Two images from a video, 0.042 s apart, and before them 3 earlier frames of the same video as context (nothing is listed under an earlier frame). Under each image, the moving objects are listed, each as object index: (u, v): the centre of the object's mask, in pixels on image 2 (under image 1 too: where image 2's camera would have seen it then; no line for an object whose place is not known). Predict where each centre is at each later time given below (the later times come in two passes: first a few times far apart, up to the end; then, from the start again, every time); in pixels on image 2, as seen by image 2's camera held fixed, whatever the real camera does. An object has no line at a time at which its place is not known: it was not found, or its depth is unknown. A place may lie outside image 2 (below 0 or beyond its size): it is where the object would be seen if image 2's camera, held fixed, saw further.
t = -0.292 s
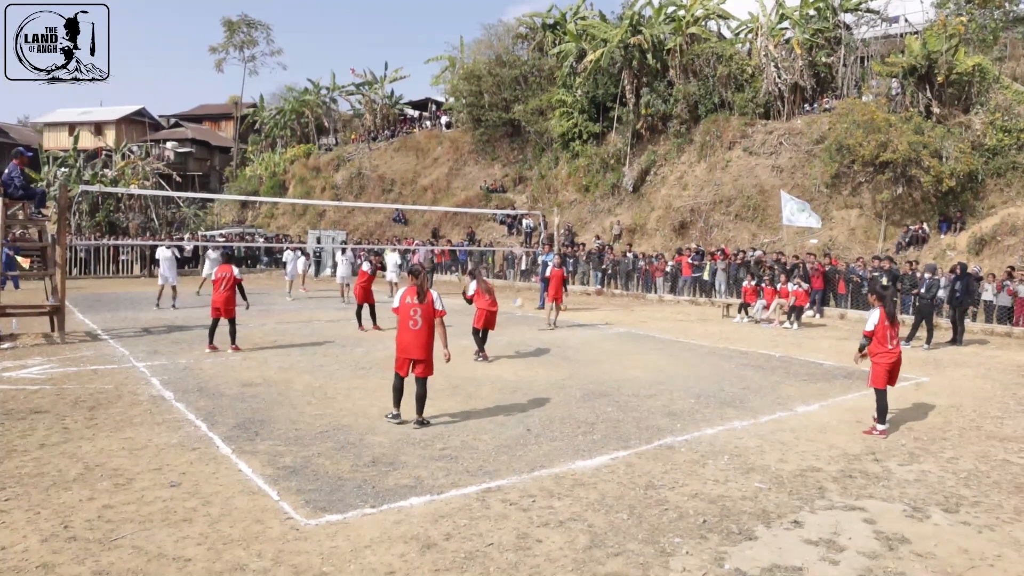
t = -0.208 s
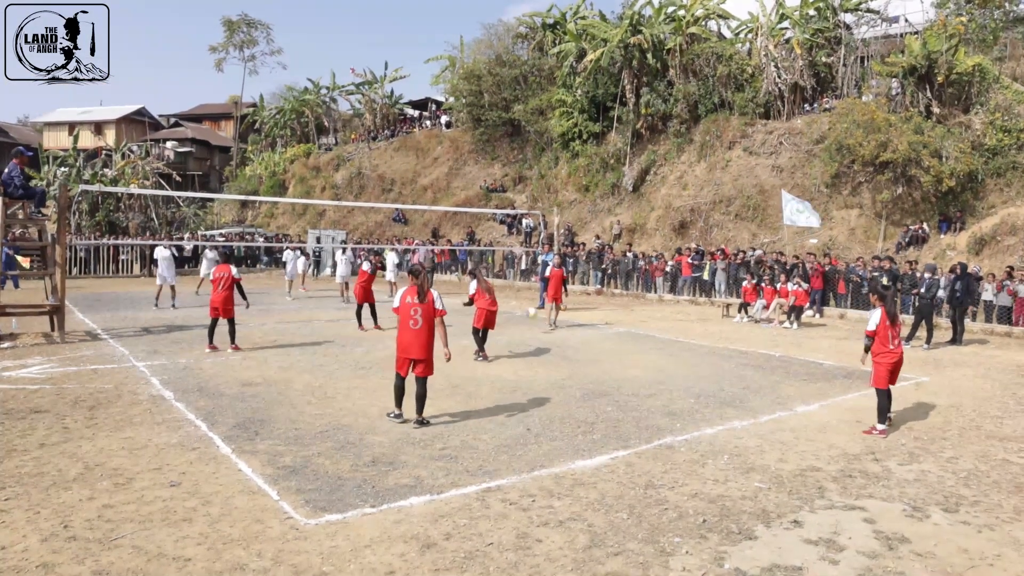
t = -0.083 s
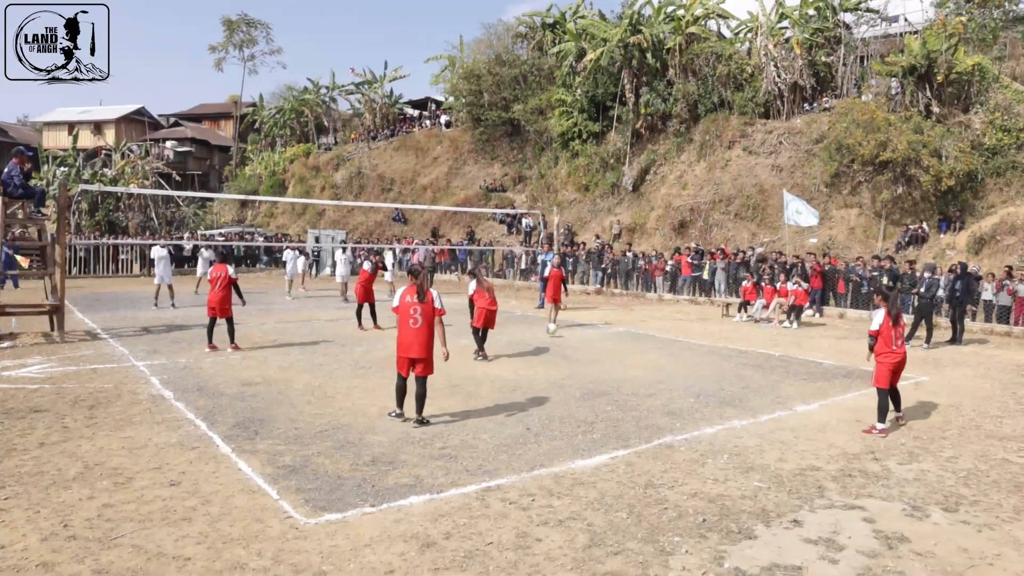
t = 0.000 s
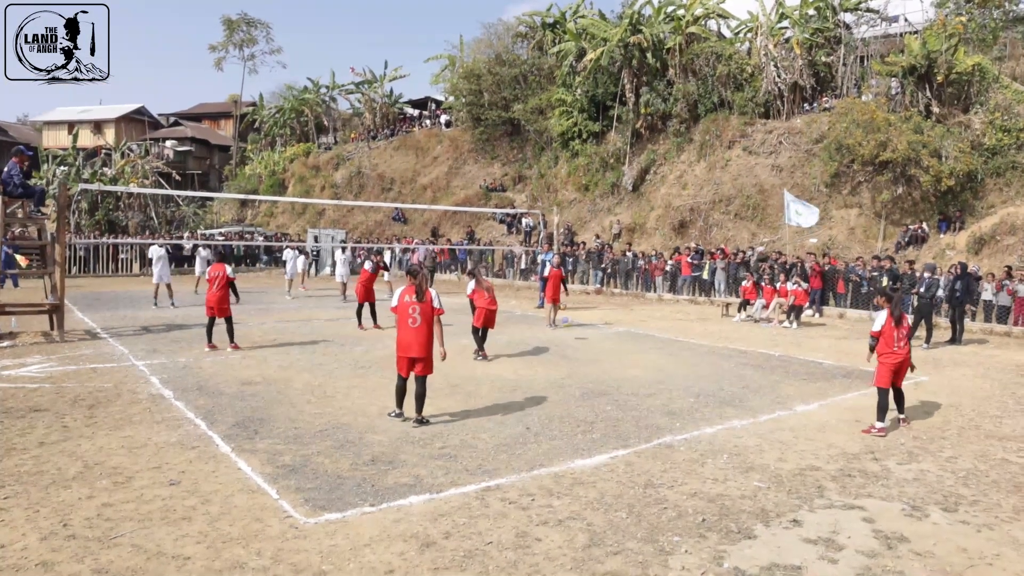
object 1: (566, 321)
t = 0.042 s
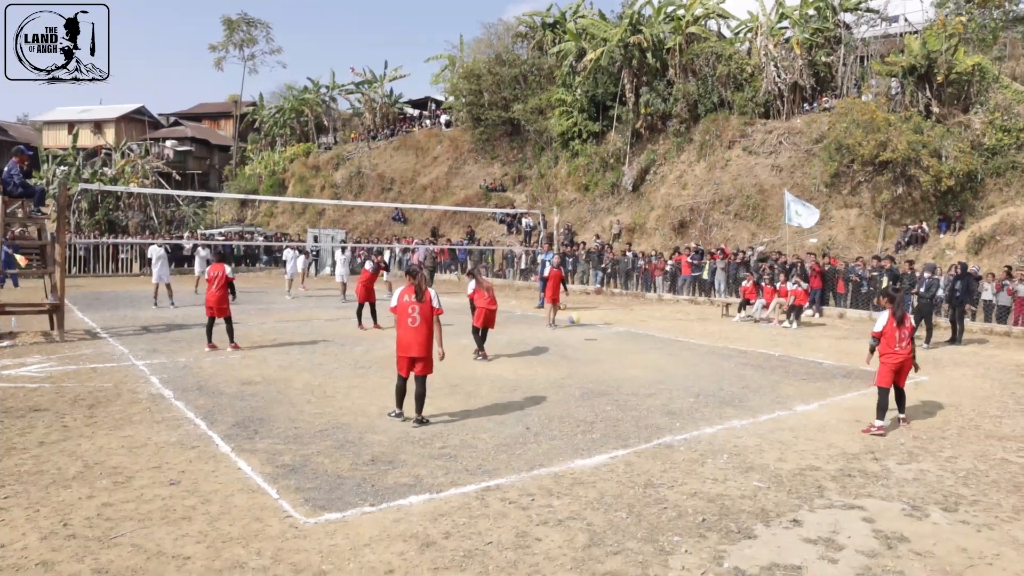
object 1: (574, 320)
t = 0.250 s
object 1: (613, 319)
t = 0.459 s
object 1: (658, 344)
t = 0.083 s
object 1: (582, 318)
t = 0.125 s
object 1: (590, 316)
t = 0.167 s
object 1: (597, 318)
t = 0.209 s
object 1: (606, 317)
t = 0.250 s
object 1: (613, 319)
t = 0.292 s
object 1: (623, 322)
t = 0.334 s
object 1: (631, 326)
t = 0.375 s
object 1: (639, 331)
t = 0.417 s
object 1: (648, 337)
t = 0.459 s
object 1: (658, 344)
